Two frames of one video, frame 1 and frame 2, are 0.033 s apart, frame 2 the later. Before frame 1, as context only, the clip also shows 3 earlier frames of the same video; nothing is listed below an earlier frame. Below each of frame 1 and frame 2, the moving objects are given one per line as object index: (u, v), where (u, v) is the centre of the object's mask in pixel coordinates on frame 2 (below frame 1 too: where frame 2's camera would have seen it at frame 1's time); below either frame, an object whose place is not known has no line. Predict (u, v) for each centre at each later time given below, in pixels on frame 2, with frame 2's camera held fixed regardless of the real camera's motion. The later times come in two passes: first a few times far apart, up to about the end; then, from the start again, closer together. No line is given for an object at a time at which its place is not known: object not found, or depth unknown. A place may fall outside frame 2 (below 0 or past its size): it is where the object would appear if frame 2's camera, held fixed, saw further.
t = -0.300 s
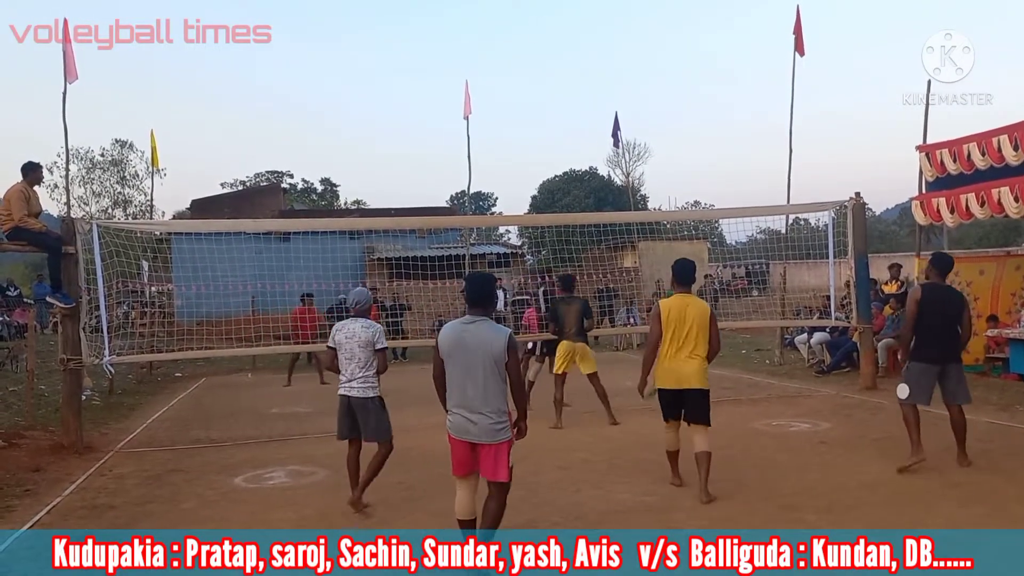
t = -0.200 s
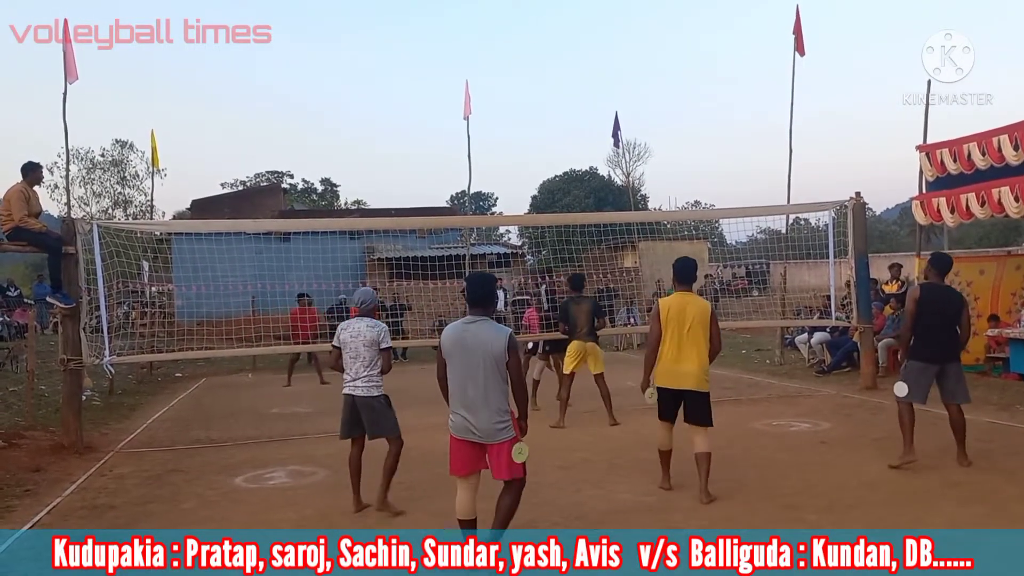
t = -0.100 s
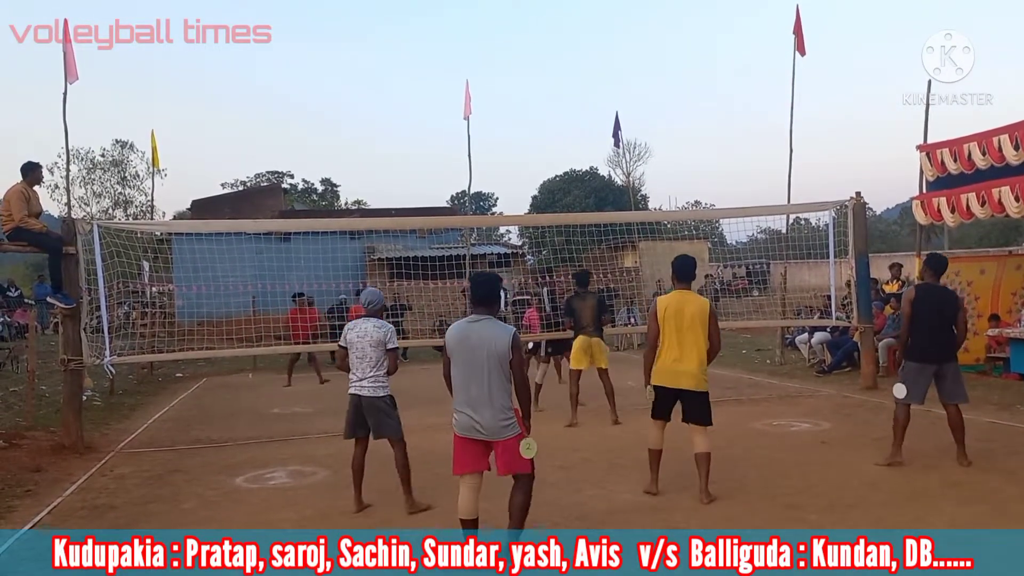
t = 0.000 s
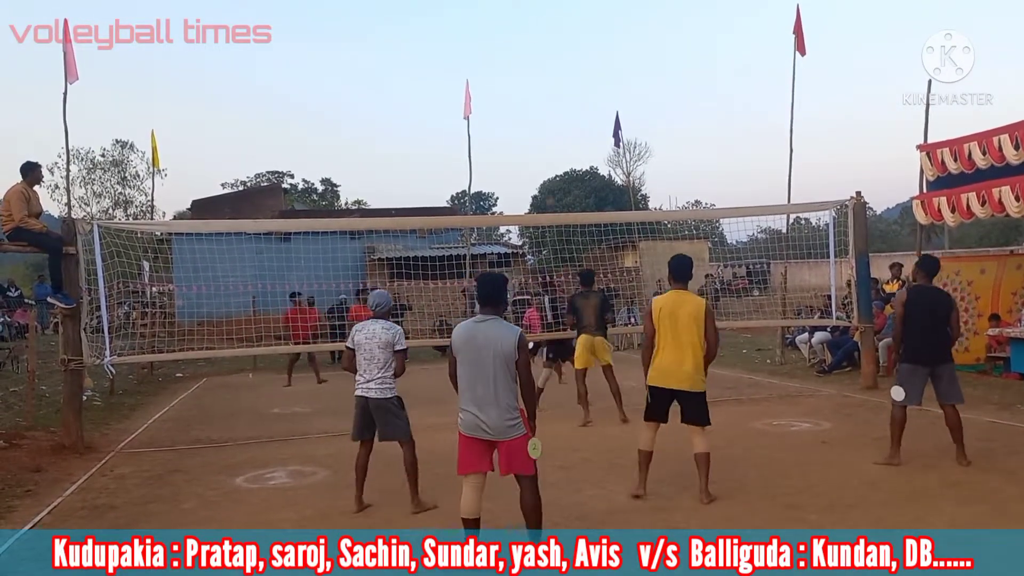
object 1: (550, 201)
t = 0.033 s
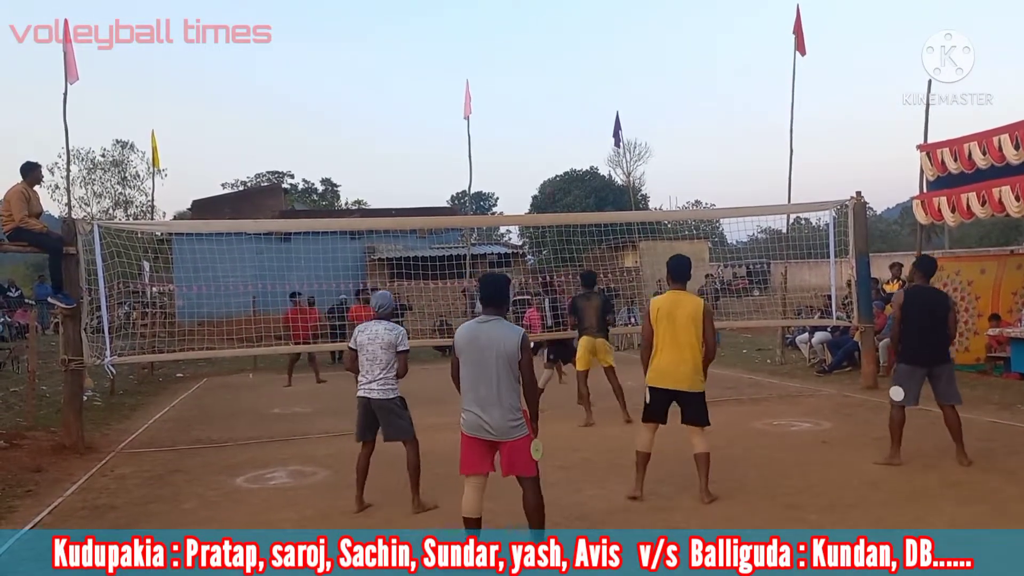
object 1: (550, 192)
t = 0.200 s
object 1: (531, 135)
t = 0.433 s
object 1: (501, 74)
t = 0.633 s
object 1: (467, 44)
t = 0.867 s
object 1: (410, 54)
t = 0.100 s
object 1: (542, 168)
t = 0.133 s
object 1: (538, 156)
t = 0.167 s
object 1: (535, 145)
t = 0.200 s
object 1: (531, 135)
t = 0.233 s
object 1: (527, 124)
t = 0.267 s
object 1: (523, 115)
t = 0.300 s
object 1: (519, 106)
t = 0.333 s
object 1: (515, 97)
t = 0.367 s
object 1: (510, 88)
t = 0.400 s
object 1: (505, 81)
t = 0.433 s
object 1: (501, 74)
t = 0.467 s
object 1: (496, 67)
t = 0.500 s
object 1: (491, 61)
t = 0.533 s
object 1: (485, 55)
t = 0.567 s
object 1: (479, 51)
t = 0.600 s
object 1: (473, 47)
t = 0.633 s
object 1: (467, 44)
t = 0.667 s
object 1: (460, 42)
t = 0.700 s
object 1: (453, 40)
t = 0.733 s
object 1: (445, 40)
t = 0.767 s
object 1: (437, 41)
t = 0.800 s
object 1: (429, 44)
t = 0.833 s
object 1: (420, 48)
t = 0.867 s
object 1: (410, 54)
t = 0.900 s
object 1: (400, 62)
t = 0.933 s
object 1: (389, 71)
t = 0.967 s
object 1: (378, 83)
